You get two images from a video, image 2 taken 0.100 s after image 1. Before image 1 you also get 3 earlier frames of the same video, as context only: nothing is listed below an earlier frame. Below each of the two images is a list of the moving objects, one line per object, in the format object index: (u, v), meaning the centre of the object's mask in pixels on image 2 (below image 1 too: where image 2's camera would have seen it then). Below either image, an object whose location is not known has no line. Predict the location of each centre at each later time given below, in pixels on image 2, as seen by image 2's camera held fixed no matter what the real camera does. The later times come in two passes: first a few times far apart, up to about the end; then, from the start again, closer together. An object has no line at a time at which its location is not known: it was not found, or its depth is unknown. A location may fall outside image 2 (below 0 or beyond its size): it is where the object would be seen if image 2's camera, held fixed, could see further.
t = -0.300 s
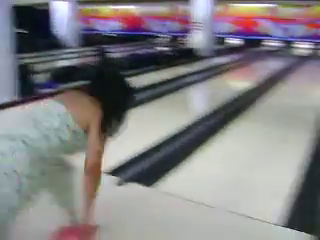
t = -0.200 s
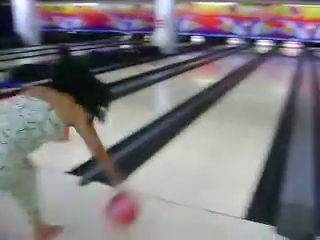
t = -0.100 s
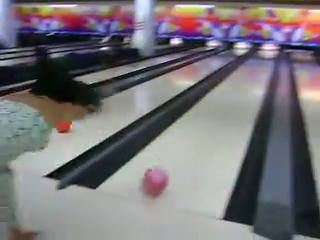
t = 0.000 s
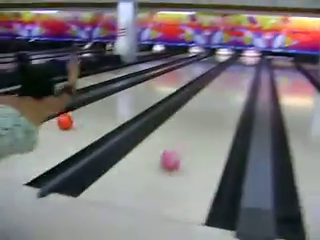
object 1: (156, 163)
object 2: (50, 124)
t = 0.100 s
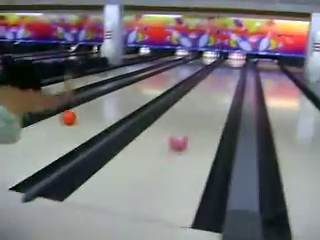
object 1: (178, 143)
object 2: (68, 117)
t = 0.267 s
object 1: (202, 121)
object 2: (92, 108)
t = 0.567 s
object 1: (225, 99)
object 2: (122, 95)
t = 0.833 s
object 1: (238, 88)
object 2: (142, 87)
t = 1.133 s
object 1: (241, 80)
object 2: (159, 79)
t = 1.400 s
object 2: (169, 76)
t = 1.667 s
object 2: (178, 74)
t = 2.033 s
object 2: (190, 68)
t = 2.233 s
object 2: (193, 67)
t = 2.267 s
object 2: (193, 67)
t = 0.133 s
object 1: (184, 137)
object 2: (74, 115)
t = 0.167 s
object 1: (189, 133)
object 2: (79, 113)
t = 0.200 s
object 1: (194, 128)
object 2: (84, 111)
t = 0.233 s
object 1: (198, 124)
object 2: (87, 110)
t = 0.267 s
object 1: (202, 121)
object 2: (92, 108)
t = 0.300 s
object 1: (206, 117)
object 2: (97, 105)
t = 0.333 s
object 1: (209, 114)
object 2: (99, 104)
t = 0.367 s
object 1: (212, 111)
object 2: (103, 103)
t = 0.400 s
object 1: (214, 109)
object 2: (107, 101)
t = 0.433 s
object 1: (217, 106)
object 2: (111, 100)
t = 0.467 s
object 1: (220, 104)
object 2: (114, 98)
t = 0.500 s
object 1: (222, 102)
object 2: (118, 97)
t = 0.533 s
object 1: (224, 100)
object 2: (120, 96)
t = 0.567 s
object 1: (225, 99)
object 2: (122, 95)
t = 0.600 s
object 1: (228, 96)
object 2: (126, 94)
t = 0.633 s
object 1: (229, 95)
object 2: (129, 92)
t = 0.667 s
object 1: (231, 93)
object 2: (131, 91)
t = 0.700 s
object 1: (233, 91)
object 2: (133, 90)
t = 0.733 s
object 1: (234, 90)
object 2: (136, 89)
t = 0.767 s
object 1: (235, 89)
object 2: (138, 88)
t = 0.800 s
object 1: (237, 88)
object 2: (140, 88)
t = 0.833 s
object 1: (238, 88)
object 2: (142, 87)
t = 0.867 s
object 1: (239, 87)
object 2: (143, 86)
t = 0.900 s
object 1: (240, 86)
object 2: (147, 85)
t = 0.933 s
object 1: (240, 85)
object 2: (148, 84)
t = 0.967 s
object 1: (240, 85)
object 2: (149, 84)
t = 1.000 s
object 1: (241, 82)
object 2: (152, 82)
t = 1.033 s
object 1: (241, 82)
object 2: (154, 81)
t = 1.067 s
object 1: (241, 83)
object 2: (156, 80)
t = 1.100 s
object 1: (241, 81)
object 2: (157, 79)
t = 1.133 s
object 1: (241, 80)
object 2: (159, 79)
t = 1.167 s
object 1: (241, 79)
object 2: (160, 79)
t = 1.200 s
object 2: (161, 78)
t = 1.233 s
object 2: (163, 78)
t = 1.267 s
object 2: (163, 77)
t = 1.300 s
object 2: (164, 77)
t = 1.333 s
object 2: (165, 77)
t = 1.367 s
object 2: (168, 76)
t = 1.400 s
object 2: (169, 76)
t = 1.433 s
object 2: (171, 75)
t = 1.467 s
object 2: (171, 75)
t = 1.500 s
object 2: (172, 75)
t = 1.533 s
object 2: (173, 75)
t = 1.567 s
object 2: (175, 74)
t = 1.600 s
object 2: (176, 74)
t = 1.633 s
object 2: (178, 74)
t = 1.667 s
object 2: (178, 74)
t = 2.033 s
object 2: (190, 68)
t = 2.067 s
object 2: (190, 68)
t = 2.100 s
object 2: (190, 68)
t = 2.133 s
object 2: (192, 67)
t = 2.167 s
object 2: (191, 68)
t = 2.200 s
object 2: (193, 67)
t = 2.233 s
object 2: (193, 67)
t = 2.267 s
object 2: (193, 67)
